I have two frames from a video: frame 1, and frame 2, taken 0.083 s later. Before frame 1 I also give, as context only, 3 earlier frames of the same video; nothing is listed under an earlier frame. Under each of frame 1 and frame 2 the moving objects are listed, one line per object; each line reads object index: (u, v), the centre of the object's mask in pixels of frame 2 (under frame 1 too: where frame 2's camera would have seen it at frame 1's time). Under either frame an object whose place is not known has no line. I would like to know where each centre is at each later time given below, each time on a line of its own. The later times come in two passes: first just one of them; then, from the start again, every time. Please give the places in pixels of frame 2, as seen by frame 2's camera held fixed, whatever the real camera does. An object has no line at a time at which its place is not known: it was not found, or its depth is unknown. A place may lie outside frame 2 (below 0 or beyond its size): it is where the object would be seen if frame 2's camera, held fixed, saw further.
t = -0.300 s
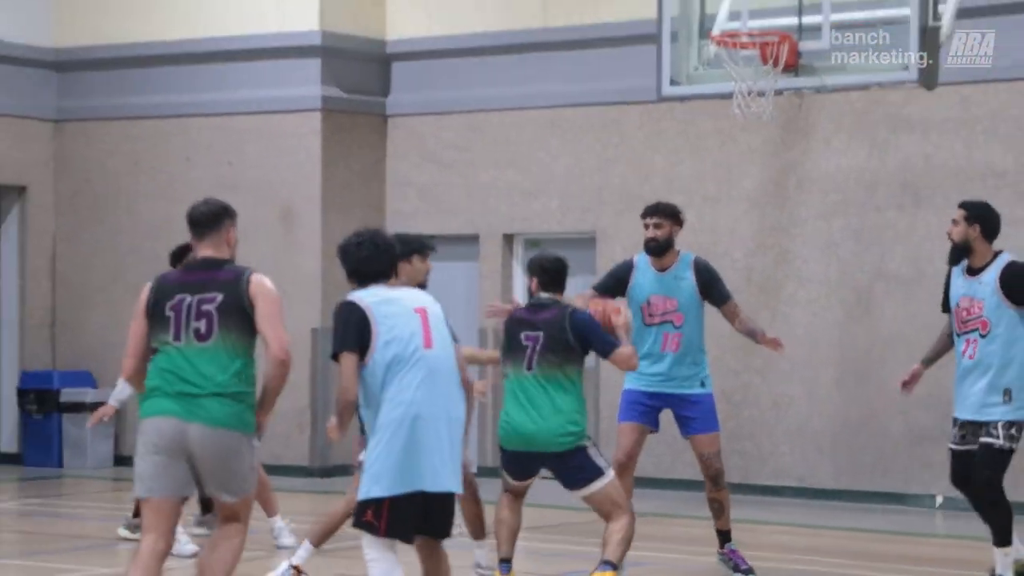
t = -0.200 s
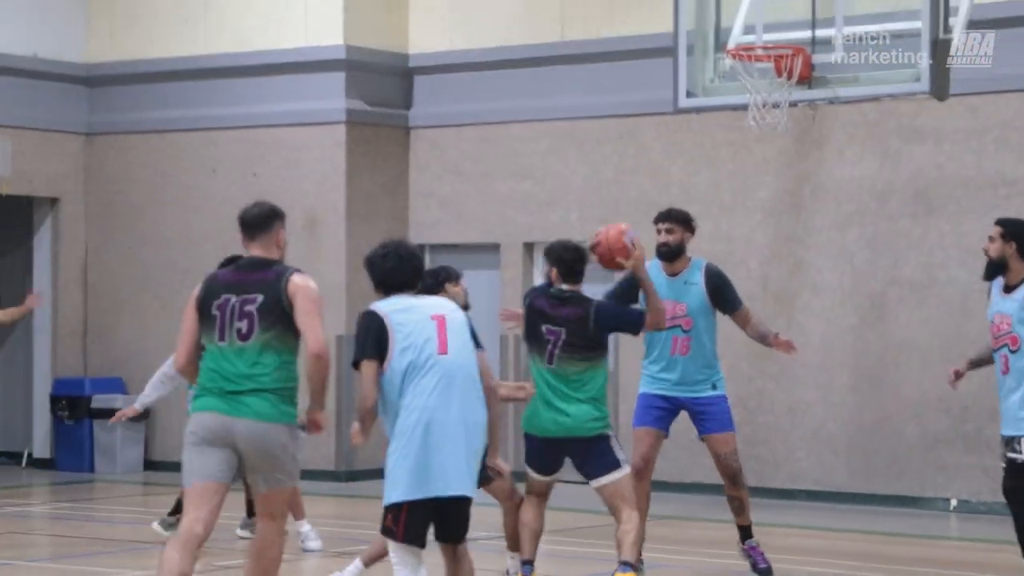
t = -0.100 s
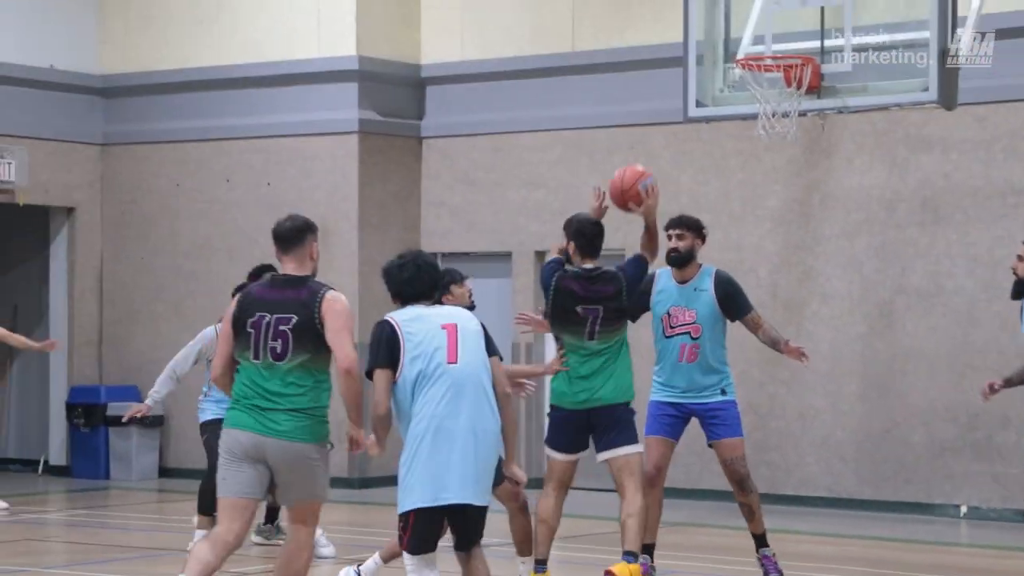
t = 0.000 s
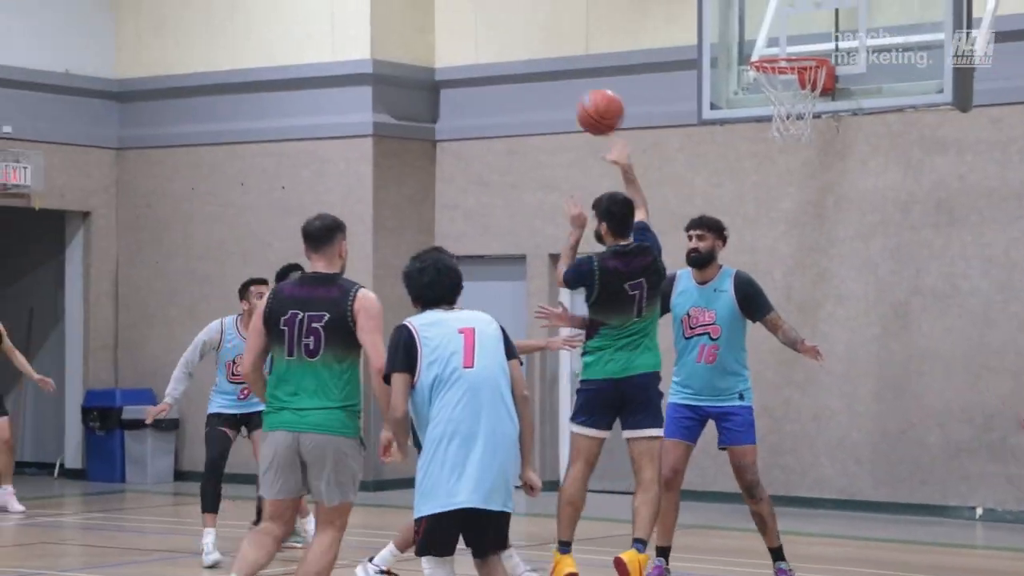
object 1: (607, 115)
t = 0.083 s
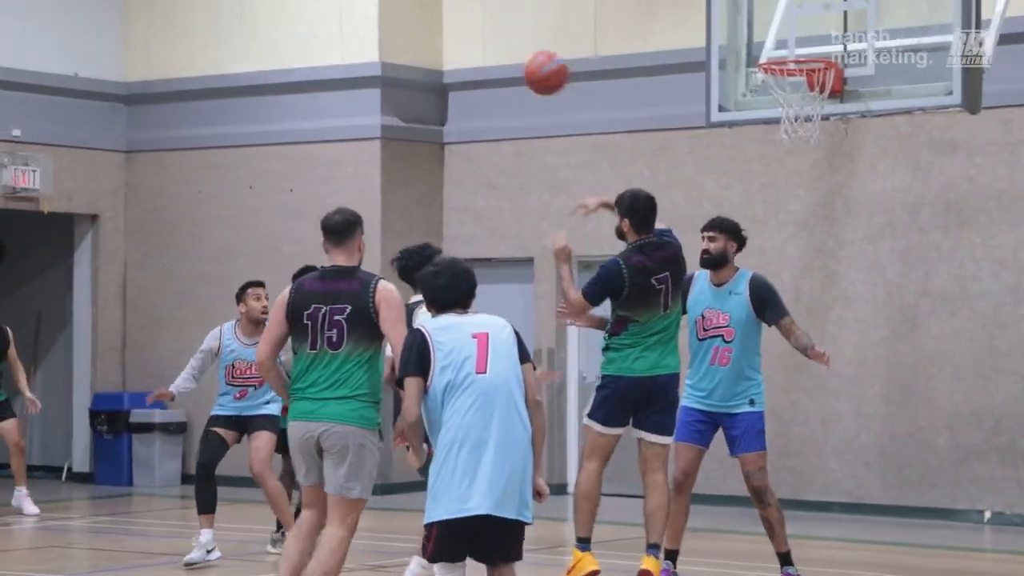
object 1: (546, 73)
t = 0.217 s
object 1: (455, 34)
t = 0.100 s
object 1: (534, 65)
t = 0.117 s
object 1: (522, 60)
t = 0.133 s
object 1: (510, 54)
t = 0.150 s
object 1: (499, 49)
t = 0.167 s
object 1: (488, 44)
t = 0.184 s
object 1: (477, 41)
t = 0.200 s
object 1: (465, 37)
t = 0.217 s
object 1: (455, 34)
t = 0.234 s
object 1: (444, 32)
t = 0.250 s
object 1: (433, 31)
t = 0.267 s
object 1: (422, 30)
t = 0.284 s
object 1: (412, 29)
